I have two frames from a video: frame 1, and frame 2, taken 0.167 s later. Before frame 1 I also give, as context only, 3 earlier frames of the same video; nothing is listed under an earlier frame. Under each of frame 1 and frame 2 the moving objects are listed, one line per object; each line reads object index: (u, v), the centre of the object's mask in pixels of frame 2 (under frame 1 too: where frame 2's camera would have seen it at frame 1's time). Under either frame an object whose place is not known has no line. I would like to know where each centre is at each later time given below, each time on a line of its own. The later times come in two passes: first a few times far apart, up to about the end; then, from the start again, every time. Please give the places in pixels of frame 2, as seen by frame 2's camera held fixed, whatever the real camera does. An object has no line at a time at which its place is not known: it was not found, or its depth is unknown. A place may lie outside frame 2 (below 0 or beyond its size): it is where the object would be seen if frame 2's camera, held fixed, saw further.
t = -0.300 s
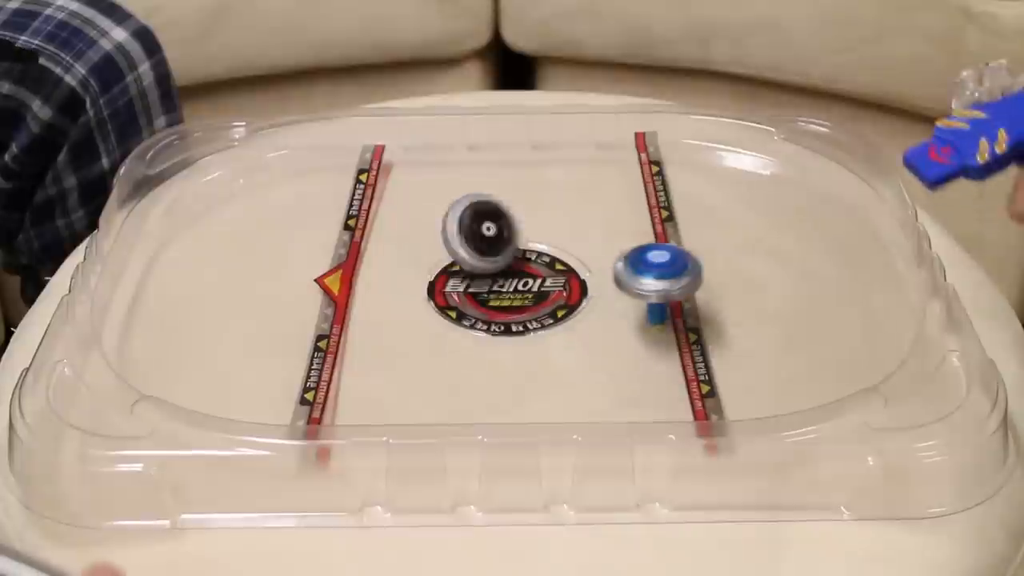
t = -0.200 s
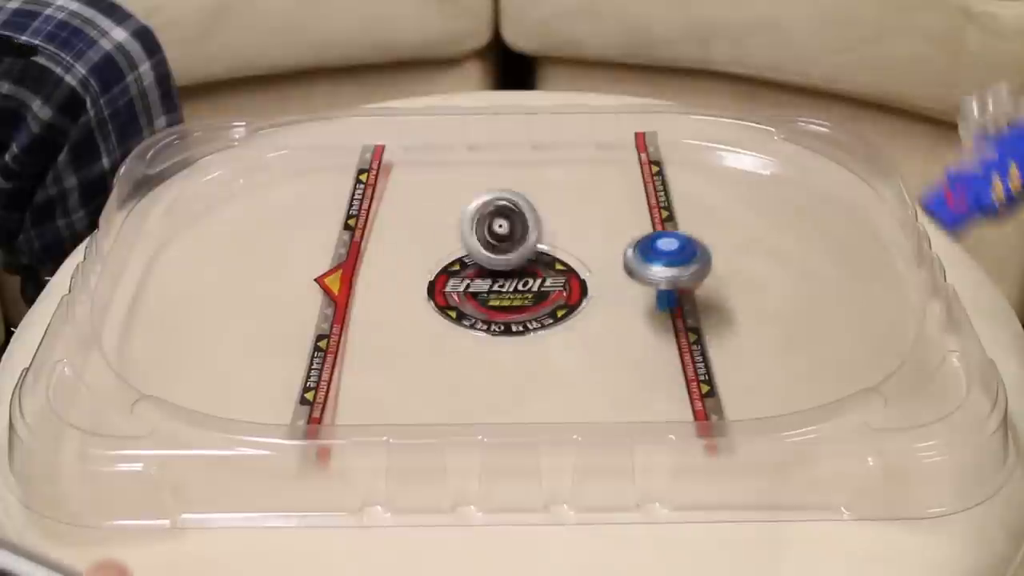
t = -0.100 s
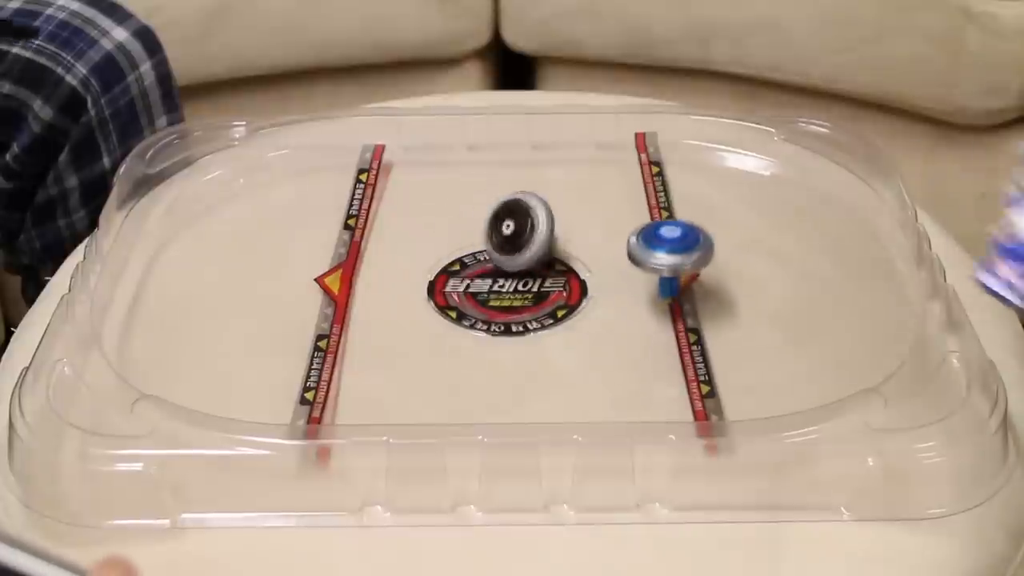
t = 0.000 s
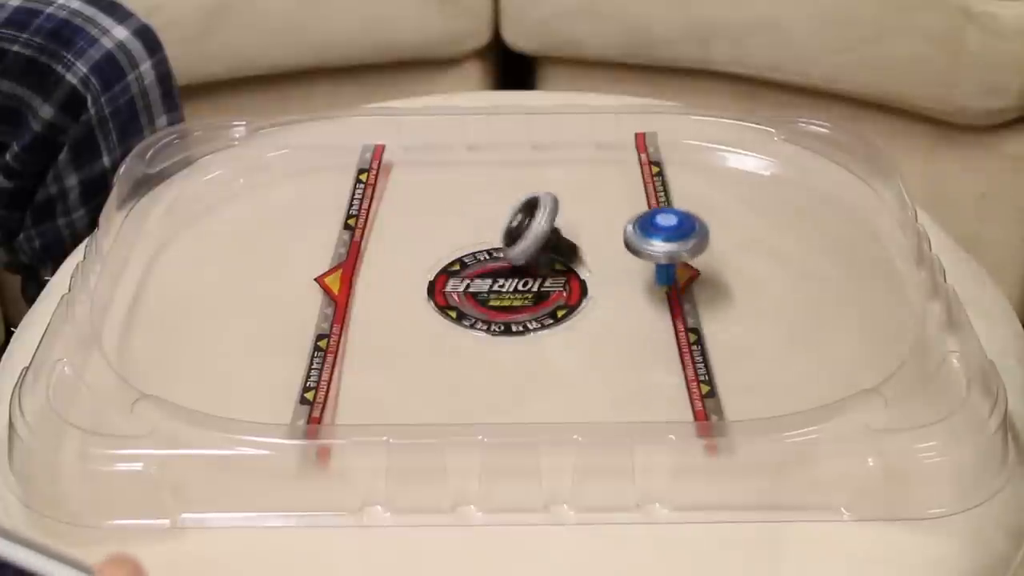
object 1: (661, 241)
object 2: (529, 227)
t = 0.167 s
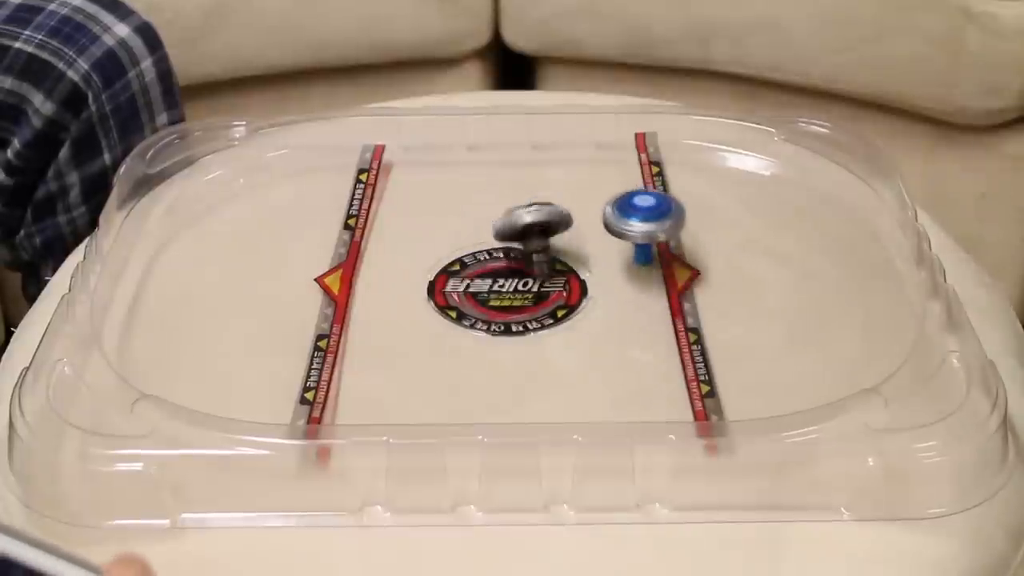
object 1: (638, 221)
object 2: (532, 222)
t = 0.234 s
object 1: (625, 216)
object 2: (525, 226)
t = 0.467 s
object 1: (568, 200)
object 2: (514, 236)
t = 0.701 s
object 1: (541, 189)
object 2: (478, 244)
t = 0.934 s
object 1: (512, 197)
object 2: (466, 241)
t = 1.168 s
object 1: (507, 208)
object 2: (448, 239)
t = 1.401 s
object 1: (564, 217)
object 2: (424, 240)
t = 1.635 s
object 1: (580, 238)
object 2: (426, 242)
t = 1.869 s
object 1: (602, 271)
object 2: (435, 236)
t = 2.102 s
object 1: (592, 289)
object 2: (453, 237)
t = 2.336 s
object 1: (564, 297)
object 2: (464, 240)
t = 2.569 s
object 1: (521, 289)
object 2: (482, 246)
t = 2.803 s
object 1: (458, 295)
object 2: (550, 239)
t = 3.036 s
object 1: (395, 303)
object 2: (568, 239)
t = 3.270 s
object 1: (361, 294)
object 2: (547, 264)
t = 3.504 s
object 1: (367, 272)
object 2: (547, 316)
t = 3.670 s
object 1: (394, 250)
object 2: (566, 380)
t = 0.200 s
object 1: (632, 218)
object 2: (529, 224)
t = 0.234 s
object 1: (625, 216)
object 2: (525, 226)
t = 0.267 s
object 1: (618, 212)
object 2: (522, 227)
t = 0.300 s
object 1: (611, 209)
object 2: (521, 227)
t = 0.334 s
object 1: (603, 207)
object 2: (520, 230)
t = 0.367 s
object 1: (595, 205)
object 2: (519, 230)
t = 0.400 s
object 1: (586, 203)
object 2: (518, 233)
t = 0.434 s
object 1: (577, 201)
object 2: (516, 233)
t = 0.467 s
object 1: (568, 200)
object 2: (514, 236)
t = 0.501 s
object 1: (565, 198)
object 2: (507, 237)
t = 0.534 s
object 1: (562, 195)
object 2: (501, 235)
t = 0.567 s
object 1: (558, 193)
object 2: (496, 238)
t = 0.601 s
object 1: (554, 192)
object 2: (490, 241)
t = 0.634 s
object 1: (550, 190)
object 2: (485, 241)
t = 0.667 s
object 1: (545, 190)
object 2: (481, 241)
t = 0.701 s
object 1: (541, 189)
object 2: (478, 244)
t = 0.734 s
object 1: (537, 189)
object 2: (473, 242)
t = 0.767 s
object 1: (533, 190)
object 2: (471, 242)
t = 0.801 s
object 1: (528, 191)
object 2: (468, 241)
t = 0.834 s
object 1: (526, 192)
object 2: (467, 240)
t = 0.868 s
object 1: (520, 193)
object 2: (468, 242)
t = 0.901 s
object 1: (516, 195)
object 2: (467, 241)
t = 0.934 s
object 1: (512, 197)
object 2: (466, 241)
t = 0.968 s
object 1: (508, 199)
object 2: (467, 243)
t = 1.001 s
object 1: (503, 201)
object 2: (467, 244)
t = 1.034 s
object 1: (499, 203)
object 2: (469, 240)
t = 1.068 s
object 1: (497, 205)
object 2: (465, 243)
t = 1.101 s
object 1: (501, 206)
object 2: (456, 241)
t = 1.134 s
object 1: (504, 208)
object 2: (446, 245)
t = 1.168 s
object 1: (507, 208)
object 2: (448, 239)
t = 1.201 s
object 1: (510, 209)
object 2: (446, 241)
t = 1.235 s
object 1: (521, 210)
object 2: (441, 240)
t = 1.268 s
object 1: (533, 211)
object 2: (437, 238)
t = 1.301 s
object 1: (543, 212)
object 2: (434, 236)
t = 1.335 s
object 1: (553, 214)
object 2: (432, 239)
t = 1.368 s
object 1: (562, 215)
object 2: (427, 239)
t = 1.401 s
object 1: (564, 217)
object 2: (424, 240)
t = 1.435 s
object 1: (562, 222)
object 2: (424, 237)
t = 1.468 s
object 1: (562, 225)
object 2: (424, 240)
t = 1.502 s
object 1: (563, 228)
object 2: (425, 241)
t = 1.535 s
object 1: (566, 230)
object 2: (426, 243)
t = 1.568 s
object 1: (571, 233)
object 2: (424, 242)
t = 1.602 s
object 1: (575, 235)
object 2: (424, 238)
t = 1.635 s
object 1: (580, 238)
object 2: (426, 242)
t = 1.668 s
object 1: (586, 243)
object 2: (429, 237)
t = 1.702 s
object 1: (590, 248)
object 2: (431, 229)
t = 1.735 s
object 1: (593, 253)
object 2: (432, 230)
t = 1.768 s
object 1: (596, 259)
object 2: (427, 240)
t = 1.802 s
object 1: (599, 263)
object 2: (429, 235)
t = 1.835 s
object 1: (601, 266)
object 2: (431, 238)
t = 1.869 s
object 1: (602, 271)
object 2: (435, 236)
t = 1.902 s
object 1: (601, 274)
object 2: (437, 237)
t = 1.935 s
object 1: (602, 277)
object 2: (440, 237)
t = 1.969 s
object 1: (602, 280)
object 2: (444, 235)
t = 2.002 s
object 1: (600, 283)
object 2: (446, 235)
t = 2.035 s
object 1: (597, 286)
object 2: (449, 237)
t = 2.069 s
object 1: (596, 288)
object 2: (450, 237)
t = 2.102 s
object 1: (592, 289)
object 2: (453, 237)
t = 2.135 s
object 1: (589, 292)
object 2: (453, 240)
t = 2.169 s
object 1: (585, 294)
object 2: (454, 238)
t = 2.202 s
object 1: (582, 294)
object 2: (455, 239)
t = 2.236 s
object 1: (578, 296)
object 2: (457, 242)
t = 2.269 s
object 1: (574, 297)
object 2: (459, 244)
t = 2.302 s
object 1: (569, 297)
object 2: (462, 243)
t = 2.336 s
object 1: (564, 297)
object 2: (464, 240)
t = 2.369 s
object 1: (559, 297)
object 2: (470, 245)
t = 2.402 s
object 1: (551, 297)
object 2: (470, 243)
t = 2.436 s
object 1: (546, 296)
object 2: (471, 245)
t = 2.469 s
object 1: (539, 295)
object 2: (472, 252)
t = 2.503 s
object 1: (533, 293)
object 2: (474, 252)
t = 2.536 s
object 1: (527, 291)
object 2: (477, 249)
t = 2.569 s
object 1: (521, 289)
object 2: (482, 246)
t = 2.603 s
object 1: (518, 288)
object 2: (492, 241)
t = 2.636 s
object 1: (509, 285)
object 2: (504, 236)
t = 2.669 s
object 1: (502, 282)
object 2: (515, 234)
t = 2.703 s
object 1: (494, 281)
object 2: (526, 236)
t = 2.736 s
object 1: (480, 288)
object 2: (536, 242)
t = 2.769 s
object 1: (468, 291)
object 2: (544, 242)
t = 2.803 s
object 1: (458, 295)
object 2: (550, 239)
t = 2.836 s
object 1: (447, 297)
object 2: (554, 234)
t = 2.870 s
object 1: (438, 297)
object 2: (559, 233)
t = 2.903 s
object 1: (427, 299)
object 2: (564, 233)
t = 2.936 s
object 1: (421, 301)
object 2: (569, 233)
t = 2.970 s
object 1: (412, 302)
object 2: (570, 232)
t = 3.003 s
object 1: (404, 303)
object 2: (570, 240)
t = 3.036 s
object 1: (395, 303)
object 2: (568, 239)
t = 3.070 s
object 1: (388, 302)
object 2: (566, 239)
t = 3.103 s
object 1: (379, 302)
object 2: (563, 240)
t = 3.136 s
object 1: (374, 301)
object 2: (558, 246)
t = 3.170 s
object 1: (371, 300)
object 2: (552, 251)
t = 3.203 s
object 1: (368, 298)
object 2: (549, 254)
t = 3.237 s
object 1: (363, 296)
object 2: (546, 260)
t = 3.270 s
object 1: (361, 294)
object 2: (547, 264)
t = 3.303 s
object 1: (357, 291)
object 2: (548, 269)
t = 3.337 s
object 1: (358, 289)
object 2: (549, 274)
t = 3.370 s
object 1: (357, 286)
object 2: (551, 281)
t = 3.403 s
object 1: (359, 283)
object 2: (552, 290)
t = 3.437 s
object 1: (360, 280)
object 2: (552, 295)
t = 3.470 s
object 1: (363, 276)
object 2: (550, 305)
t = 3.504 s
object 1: (367, 272)
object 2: (547, 316)
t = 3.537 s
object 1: (372, 268)
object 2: (545, 328)
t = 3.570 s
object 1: (377, 263)
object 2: (545, 340)
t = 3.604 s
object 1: (382, 259)
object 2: (548, 355)
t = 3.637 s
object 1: (388, 254)
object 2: (558, 370)
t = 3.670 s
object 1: (394, 250)
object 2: (566, 380)
